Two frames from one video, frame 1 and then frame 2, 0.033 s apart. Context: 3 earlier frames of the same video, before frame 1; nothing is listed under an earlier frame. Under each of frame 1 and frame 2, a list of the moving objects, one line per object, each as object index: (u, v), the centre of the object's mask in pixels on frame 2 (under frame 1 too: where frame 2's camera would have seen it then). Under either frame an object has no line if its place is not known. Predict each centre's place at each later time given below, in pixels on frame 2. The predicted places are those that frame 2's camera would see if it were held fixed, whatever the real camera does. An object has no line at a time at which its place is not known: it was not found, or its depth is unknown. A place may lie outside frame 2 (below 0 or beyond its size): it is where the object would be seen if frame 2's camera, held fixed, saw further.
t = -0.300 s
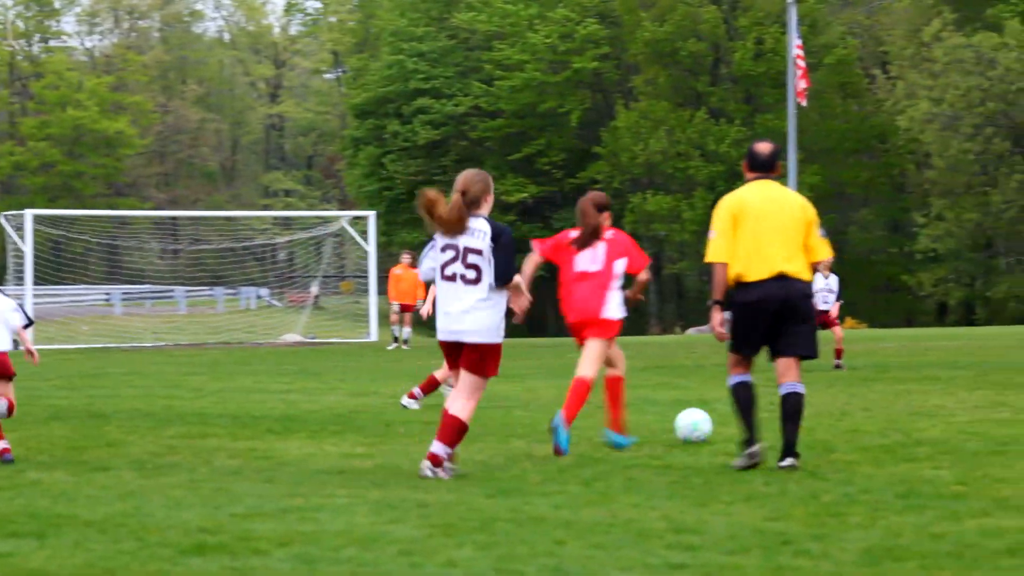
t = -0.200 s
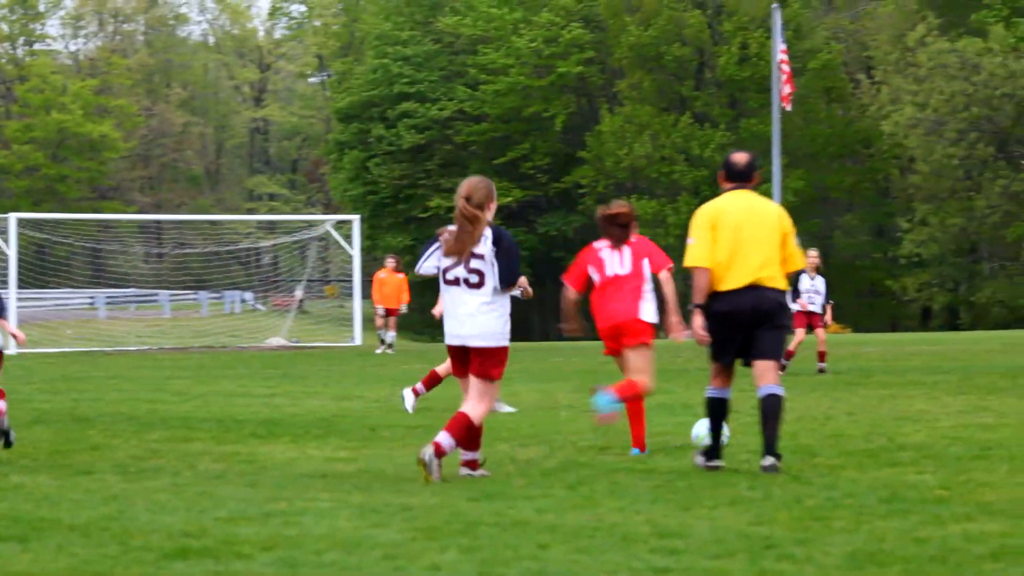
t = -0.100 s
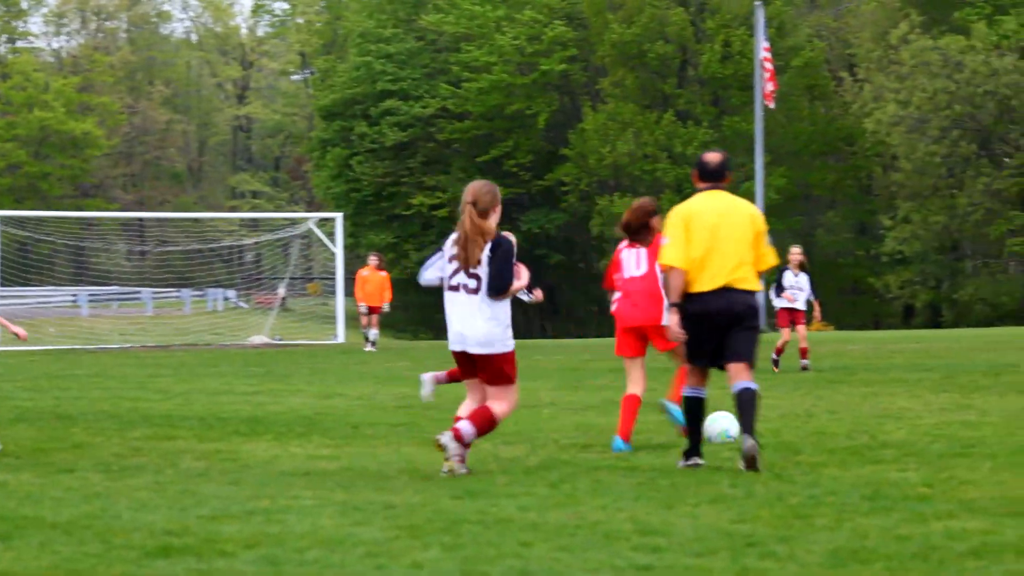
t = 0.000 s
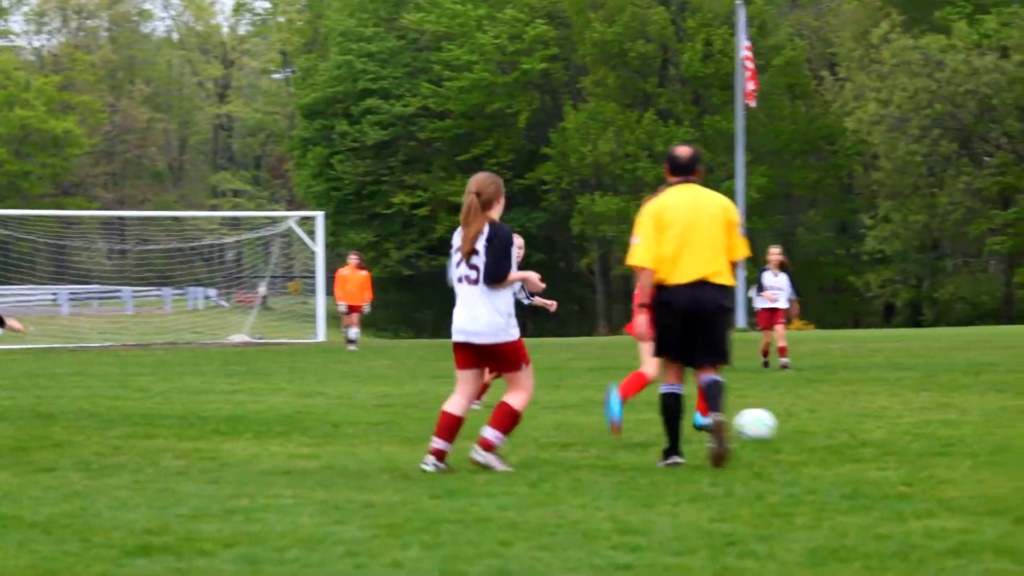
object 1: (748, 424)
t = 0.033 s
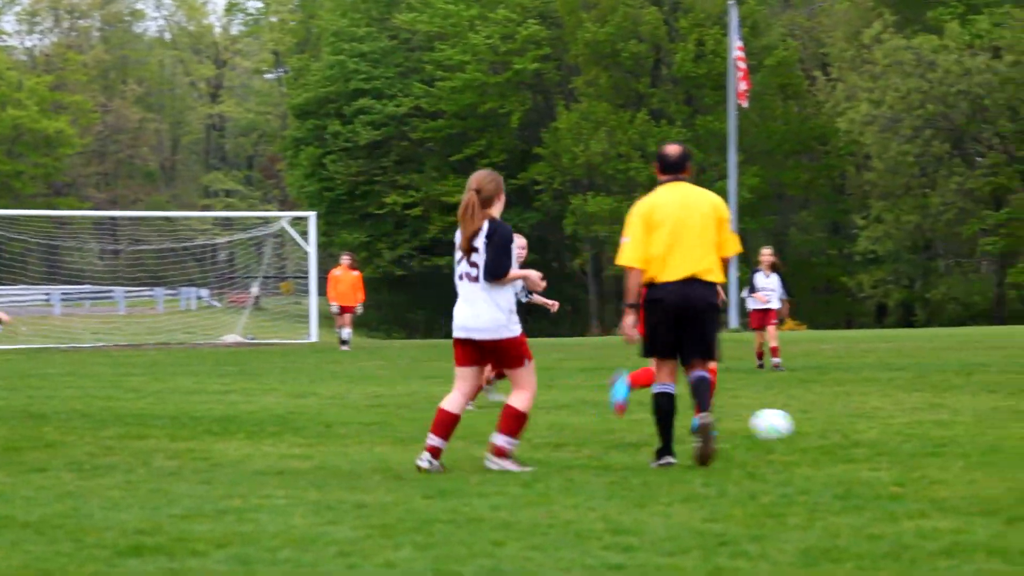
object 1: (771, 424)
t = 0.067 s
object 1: (793, 423)
